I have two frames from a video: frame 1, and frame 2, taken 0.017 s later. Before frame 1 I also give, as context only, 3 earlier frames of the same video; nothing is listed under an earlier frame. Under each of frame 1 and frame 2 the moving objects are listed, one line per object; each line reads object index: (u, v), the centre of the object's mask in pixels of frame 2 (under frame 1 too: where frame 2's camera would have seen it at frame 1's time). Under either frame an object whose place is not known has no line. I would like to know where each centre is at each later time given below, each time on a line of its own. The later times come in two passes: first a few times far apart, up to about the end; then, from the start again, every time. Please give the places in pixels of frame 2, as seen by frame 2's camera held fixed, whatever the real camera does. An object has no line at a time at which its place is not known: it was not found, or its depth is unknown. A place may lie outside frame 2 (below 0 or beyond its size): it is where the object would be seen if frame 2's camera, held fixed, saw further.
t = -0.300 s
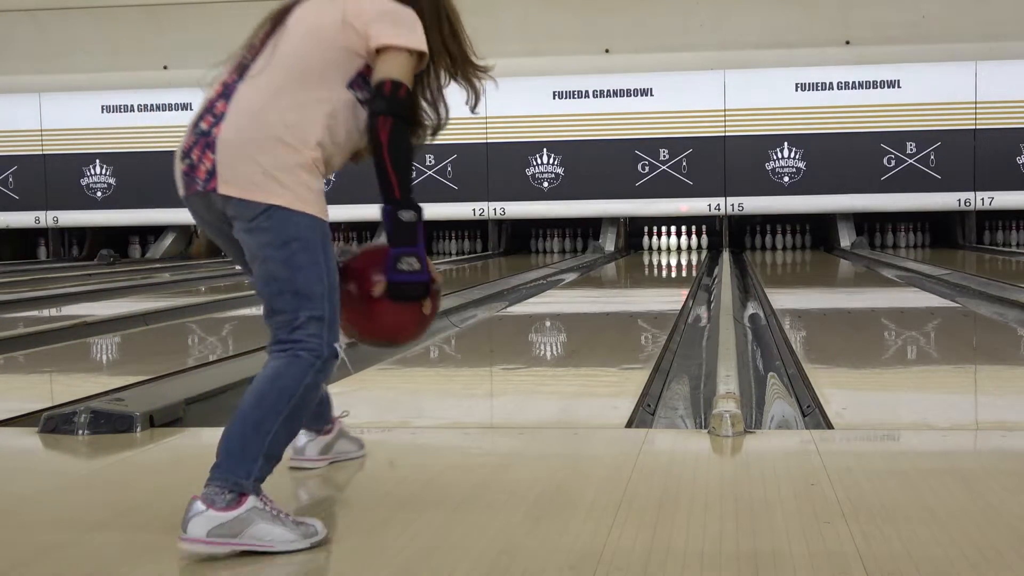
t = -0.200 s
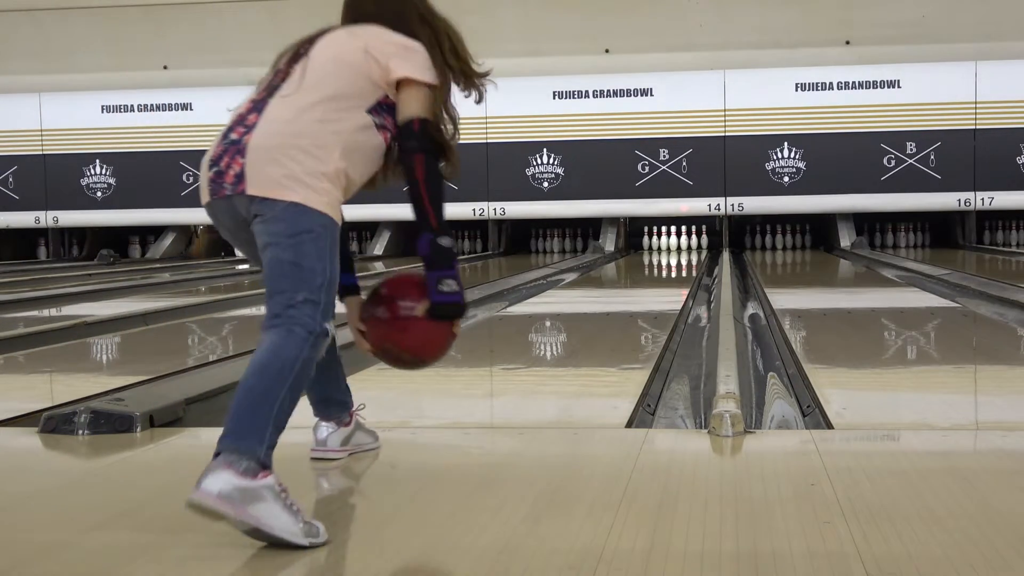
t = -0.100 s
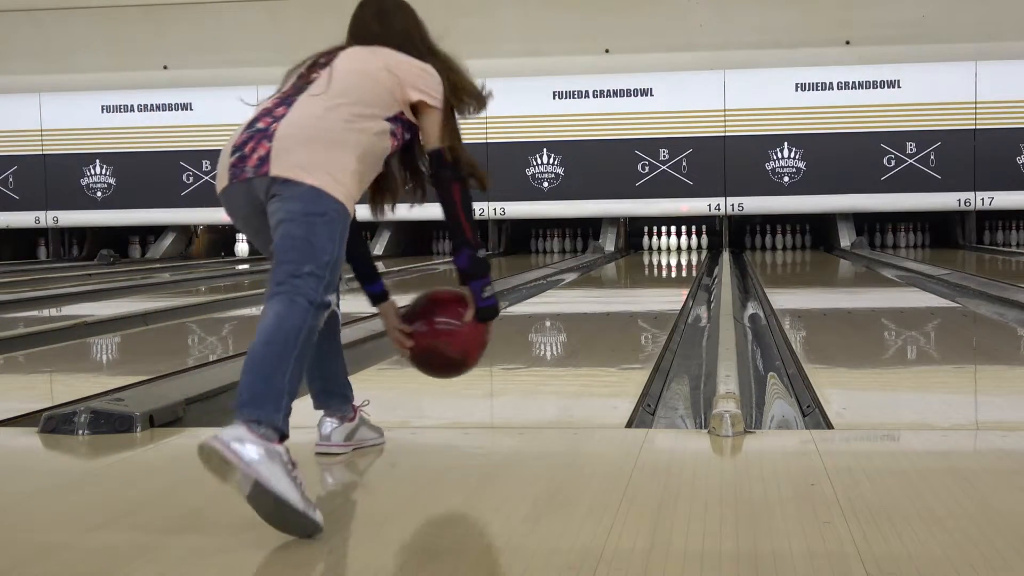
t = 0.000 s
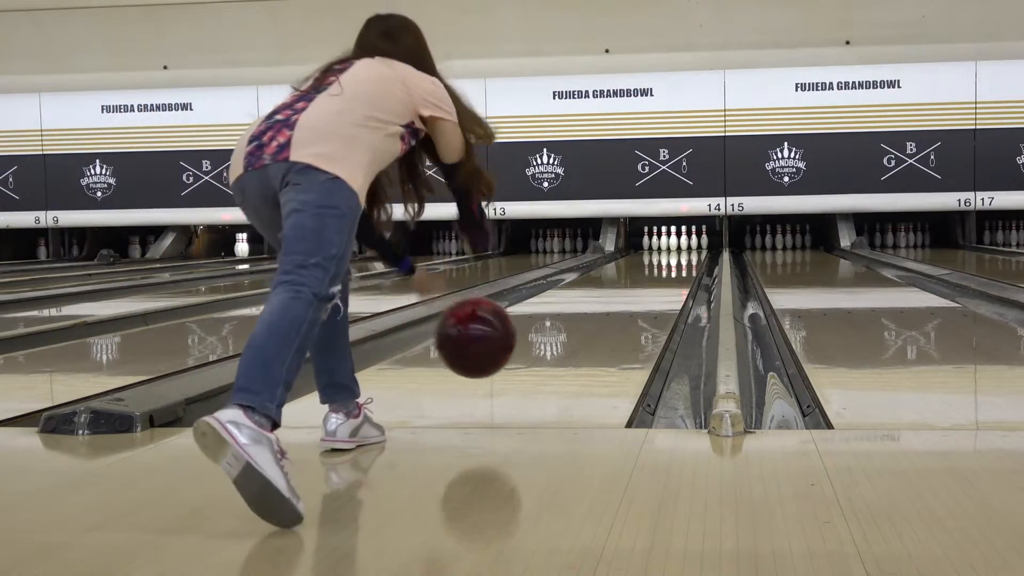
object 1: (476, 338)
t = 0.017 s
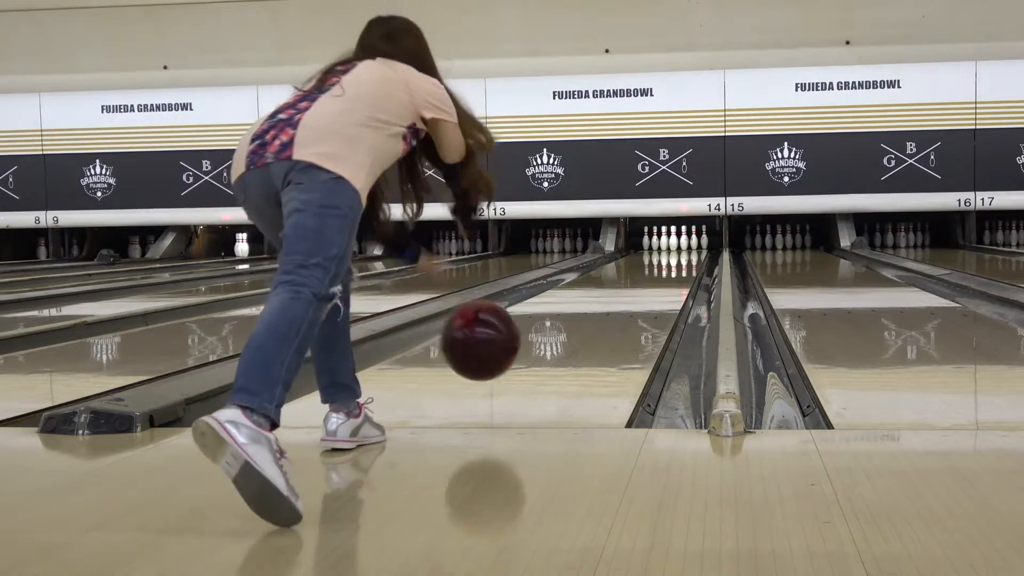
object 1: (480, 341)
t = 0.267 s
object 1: (535, 347)
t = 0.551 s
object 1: (574, 322)
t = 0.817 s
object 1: (598, 306)
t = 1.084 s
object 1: (616, 294)
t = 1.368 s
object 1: (629, 285)
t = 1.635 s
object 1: (638, 278)
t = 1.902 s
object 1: (645, 272)
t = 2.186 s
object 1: (651, 266)
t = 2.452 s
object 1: (655, 263)
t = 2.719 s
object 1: (658, 259)
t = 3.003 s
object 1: (661, 257)
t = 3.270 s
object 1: (662, 254)
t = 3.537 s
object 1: (664, 251)
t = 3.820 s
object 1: (664, 249)
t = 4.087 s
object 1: (661, 248)
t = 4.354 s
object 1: (658, 247)
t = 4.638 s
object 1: (654, 246)
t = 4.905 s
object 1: (650, 245)
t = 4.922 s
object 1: (650, 245)
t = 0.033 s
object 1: (485, 345)
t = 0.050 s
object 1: (490, 350)
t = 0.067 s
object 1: (494, 355)
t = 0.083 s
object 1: (498, 361)
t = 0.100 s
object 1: (502, 368)
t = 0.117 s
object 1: (506, 365)
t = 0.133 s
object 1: (510, 362)
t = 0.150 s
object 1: (513, 359)
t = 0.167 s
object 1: (517, 357)
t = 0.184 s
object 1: (520, 357)
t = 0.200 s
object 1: (523, 355)
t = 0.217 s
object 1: (526, 353)
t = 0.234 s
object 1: (529, 351)
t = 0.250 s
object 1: (532, 349)
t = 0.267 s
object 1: (535, 347)
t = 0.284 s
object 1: (538, 346)
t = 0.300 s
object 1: (541, 344)
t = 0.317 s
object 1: (544, 342)
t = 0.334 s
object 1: (546, 340)
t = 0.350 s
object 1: (549, 339)
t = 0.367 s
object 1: (551, 337)
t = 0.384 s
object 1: (554, 336)
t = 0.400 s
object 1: (556, 334)
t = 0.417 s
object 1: (558, 332)
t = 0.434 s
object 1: (560, 331)
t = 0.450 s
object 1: (562, 330)
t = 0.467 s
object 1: (565, 328)
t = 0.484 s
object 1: (567, 327)
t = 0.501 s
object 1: (569, 325)
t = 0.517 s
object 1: (571, 324)
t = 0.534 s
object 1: (572, 323)
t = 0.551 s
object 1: (574, 322)
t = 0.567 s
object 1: (576, 321)
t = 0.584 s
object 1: (578, 319)
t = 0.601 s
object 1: (579, 318)
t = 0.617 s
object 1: (581, 317)
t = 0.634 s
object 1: (583, 316)
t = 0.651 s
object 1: (584, 315)
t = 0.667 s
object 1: (586, 314)
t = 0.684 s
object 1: (587, 313)
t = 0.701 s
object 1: (589, 312)
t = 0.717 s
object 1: (590, 311)
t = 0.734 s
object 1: (592, 310)
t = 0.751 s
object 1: (593, 309)
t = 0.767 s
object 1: (594, 309)
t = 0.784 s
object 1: (596, 308)
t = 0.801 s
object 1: (597, 307)
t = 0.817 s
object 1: (598, 306)
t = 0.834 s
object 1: (599, 305)
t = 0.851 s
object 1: (601, 304)
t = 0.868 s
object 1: (602, 303)
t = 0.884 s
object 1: (603, 303)
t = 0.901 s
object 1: (604, 302)
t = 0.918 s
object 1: (605, 301)
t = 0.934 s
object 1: (606, 300)
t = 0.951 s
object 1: (607, 300)
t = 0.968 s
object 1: (609, 299)
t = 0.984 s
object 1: (610, 298)
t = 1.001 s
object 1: (611, 298)
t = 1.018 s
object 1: (611, 297)
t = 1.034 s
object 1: (613, 296)
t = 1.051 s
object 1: (614, 296)
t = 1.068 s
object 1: (614, 295)
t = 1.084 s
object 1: (616, 294)
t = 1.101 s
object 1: (616, 293)
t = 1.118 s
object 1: (617, 293)
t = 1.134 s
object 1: (618, 292)
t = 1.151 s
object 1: (619, 292)
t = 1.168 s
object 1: (620, 291)
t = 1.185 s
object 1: (621, 291)
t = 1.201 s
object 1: (622, 290)
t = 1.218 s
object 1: (623, 290)
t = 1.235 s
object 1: (623, 289)
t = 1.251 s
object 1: (624, 289)
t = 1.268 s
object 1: (625, 288)
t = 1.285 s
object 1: (625, 287)
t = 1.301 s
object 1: (626, 287)
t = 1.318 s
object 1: (627, 287)
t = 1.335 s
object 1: (627, 286)
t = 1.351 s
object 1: (628, 286)
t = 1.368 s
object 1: (629, 285)
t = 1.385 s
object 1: (629, 285)
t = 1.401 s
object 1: (630, 284)
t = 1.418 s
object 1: (631, 284)
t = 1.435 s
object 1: (631, 283)
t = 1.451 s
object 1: (632, 283)
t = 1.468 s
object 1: (632, 282)
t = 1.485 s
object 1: (633, 282)
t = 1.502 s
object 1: (634, 282)
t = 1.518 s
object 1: (634, 281)
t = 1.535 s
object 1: (635, 281)
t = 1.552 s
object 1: (636, 280)
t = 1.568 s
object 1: (636, 280)
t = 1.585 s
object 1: (637, 279)
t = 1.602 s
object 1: (637, 279)
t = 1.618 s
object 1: (638, 278)
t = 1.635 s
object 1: (638, 278)
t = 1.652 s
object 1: (638, 277)
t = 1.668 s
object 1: (639, 277)
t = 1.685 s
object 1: (639, 276)
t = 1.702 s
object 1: (640, 276)
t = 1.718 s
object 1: (640, 276)
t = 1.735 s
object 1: (641, 275)
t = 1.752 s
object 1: (641, 275)
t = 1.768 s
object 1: (642, 275)
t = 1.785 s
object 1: (642, 274)
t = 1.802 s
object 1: (643, 274)
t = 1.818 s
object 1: (643, 274)
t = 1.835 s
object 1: (643, 273)
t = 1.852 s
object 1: (644, 273)
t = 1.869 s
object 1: (644, 272)
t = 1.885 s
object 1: (644, 272)
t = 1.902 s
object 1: (645, 272)
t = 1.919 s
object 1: (645, 271)
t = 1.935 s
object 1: (646, 271)
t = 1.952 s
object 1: (646, 271)
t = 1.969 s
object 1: (646, 270)
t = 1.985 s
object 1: (647, 270)
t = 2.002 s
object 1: (647, 270)
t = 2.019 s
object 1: (648, 269)
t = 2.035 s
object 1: (648, 269)
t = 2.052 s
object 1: (648, 269)
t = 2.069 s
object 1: (649, 268)
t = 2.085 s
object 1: (649, 268)
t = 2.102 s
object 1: (649, 268)
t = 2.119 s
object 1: (650, 268)
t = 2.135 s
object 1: (650, 267)
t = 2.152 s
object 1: (650, 267)
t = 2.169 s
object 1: (651, 267)
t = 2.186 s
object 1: (651, 266)
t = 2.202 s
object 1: (651, 266)
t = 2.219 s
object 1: (652, 266)
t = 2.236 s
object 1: (652, 266)
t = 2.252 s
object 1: (652, 265)
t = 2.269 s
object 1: (652, 265)
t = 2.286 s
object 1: (653, 265)
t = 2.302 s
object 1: (653, 265)
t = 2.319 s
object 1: (653, 265)
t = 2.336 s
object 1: (653, 264)
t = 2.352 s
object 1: (654, 264)
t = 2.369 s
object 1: (654, 264)
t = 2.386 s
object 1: (654, 264)
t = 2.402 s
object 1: (654, 264)
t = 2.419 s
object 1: (655, 263)
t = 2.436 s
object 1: (655, 263)
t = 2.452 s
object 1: (655, 263)
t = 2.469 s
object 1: (655, 263)
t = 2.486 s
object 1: (655, 263)
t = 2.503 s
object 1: (656, 262)
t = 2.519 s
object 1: (656, 262)
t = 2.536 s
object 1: (656, 262)
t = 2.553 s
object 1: (656, 262)
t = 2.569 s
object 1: (656, 262)
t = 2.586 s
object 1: (657, 261)
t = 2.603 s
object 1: (657, 261)
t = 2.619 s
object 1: (657, 261)
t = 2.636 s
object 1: (657, 261)
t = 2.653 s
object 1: (657, 260)
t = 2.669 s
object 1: (658, 260)
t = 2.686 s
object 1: (658, 260)
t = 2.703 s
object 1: (658, 260)
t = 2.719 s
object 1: (658, 259)
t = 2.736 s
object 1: (658, 259)
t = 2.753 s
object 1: (658, 259)
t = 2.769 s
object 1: (658, 259)
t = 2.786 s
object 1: (659, 259)
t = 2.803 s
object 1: (659, 259)
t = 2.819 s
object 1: (659, 259)
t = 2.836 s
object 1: (659, 258)
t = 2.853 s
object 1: (659, 258)
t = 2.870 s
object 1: (660, 258)
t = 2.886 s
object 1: (660, 258)
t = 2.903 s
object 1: (660, 258)
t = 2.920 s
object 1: (660, 257)
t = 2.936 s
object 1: (660, 258)
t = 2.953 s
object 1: (660, 257)
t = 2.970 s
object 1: (660, 257)
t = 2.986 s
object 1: (660, 257)
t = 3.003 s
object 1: (661, 257)
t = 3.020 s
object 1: (661, 257)
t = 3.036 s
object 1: (661, 256)
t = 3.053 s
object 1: (661, 256)
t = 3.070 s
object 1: (661, 256)
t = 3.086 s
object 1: (661, 256)
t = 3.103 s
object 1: (661, 255)
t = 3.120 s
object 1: (661, 255)
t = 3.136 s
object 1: (661, 255)
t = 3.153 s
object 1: (661, 255)
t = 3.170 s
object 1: (662, 255)
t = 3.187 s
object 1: (662, 255)
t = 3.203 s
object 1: (662, 255)
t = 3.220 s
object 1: (662, 255)
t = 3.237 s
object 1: (662, 255)
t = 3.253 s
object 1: (662, 255)
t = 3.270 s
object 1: (662, 254)
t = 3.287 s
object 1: (663, 254)
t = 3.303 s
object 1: (663, 253)
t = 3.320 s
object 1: (663, 253)
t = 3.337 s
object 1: (663, 253)
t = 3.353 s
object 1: (663, 253)
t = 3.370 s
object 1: (663, 253)
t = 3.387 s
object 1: (663, 253)
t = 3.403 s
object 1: (663, 253)
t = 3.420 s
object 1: (664, 253)
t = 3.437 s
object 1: (664, 252)
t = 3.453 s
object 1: (664, 252)
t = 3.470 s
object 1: (664, 252)
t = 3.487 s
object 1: (664, 252)
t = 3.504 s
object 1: (664, 252)
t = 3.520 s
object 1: (664, 252)
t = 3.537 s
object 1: (664, 251)
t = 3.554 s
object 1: (664, 251)
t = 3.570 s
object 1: (664, 251)
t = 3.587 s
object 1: (664, 251)
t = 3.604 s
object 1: (664, 251)
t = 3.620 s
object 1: (664, 251)
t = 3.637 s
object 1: (664, 251)
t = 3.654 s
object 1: (664, 251)
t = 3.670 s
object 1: (664, 250)
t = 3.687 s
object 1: (664, 250)
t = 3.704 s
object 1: (664, 250)
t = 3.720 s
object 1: (664, 250)
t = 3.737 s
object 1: (664, 250)
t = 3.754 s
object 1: (664, 250)
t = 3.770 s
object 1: (664, 250)
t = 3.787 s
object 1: (664, 250)
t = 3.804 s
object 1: (664, 249)
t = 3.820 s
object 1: (664, 249)
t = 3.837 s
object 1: (664, 249)
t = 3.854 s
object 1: (664, 249)
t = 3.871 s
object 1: (664, 249)
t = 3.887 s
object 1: (664, 249)
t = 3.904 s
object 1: (664, 249)
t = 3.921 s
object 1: (664, 249)
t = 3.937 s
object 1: (664, 249)
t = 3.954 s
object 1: (663, 249)
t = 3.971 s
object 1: (663, 249)
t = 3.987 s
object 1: (663, 249)
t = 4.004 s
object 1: (663, 248)
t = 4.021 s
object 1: (662, 248)
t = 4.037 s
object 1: (662, 248)
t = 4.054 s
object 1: (662, 248)
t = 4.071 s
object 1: (662, 248)
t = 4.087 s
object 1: (661, 248)
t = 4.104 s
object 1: (661, 248)
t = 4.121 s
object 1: (661, 248)
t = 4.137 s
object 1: (661, 247)
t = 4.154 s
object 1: (661, 247)
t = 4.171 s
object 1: (660, 247)
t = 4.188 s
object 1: (660, 247)
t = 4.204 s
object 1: (660, 247)
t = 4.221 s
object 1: (660, 247)
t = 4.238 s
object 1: (659, 247)
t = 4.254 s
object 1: (659, 247)
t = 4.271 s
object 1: (659, 247)
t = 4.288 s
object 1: (658, 247)
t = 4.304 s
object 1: (658, 247)
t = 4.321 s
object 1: (658, 247)
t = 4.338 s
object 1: (658, 247)
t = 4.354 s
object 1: (658, 247)
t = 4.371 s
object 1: (657, 247)
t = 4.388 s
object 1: (657, 247)
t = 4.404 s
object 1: (657, 247)
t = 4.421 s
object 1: (656, 247)
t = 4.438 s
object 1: (656, 246)
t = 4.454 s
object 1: (656, 246)
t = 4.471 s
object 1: (656, 246)
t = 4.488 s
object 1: (656, 246)
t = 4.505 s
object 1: (656, 246)
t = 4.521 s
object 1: (656, 246)
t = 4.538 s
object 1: (655, 246)
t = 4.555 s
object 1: (655, 246)
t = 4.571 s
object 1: (655, 246)
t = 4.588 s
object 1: (655, 246)
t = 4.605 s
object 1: (654, 246)
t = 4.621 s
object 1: (654, 246)
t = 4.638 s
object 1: (654, 246)
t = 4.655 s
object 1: (653, 246)
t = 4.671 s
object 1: (653, 246)
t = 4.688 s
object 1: (653, 246)
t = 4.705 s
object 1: (653, 245)
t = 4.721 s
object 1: (653, 245)
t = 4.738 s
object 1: (652, 245)
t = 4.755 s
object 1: (652, 245)
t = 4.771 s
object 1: (652, 245)
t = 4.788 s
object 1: (652, 245)
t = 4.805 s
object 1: (652, 245)
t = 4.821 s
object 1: (651, 245)
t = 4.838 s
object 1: (651, 245)
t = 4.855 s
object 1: (650, 245)
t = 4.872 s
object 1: (650, 245)
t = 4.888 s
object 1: (650, 245)
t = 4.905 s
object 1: (650, 245)
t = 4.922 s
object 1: (650, 245)
